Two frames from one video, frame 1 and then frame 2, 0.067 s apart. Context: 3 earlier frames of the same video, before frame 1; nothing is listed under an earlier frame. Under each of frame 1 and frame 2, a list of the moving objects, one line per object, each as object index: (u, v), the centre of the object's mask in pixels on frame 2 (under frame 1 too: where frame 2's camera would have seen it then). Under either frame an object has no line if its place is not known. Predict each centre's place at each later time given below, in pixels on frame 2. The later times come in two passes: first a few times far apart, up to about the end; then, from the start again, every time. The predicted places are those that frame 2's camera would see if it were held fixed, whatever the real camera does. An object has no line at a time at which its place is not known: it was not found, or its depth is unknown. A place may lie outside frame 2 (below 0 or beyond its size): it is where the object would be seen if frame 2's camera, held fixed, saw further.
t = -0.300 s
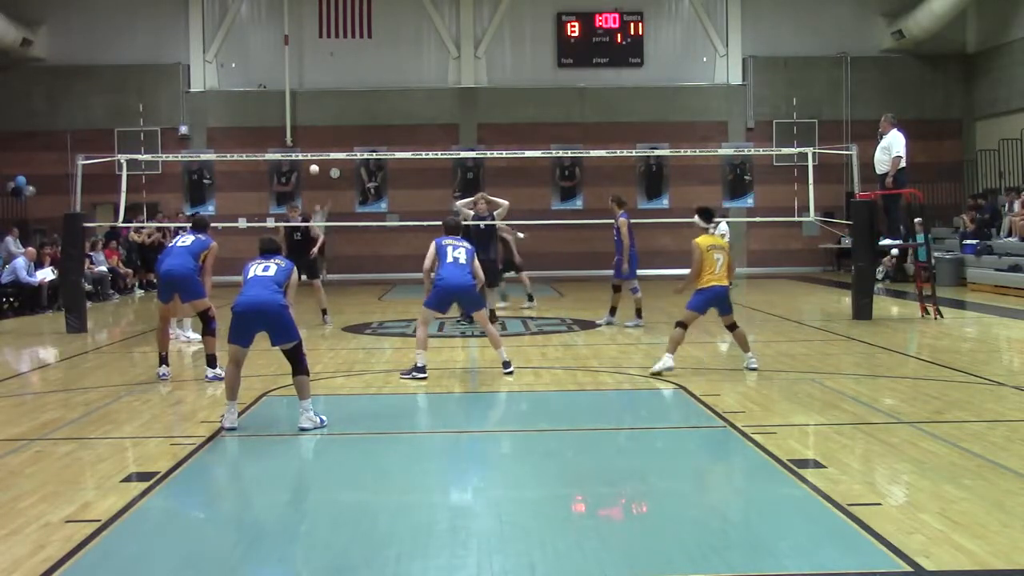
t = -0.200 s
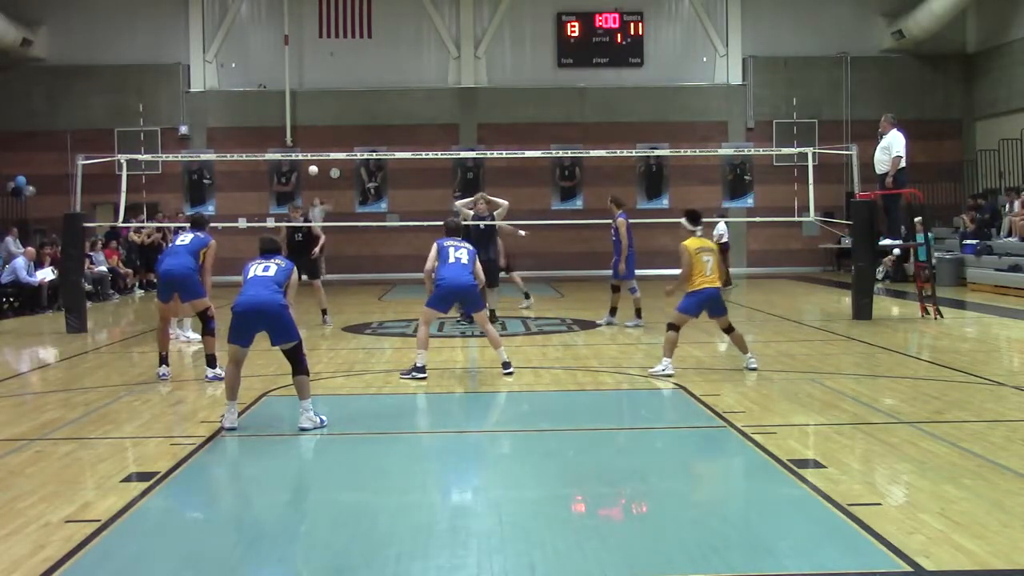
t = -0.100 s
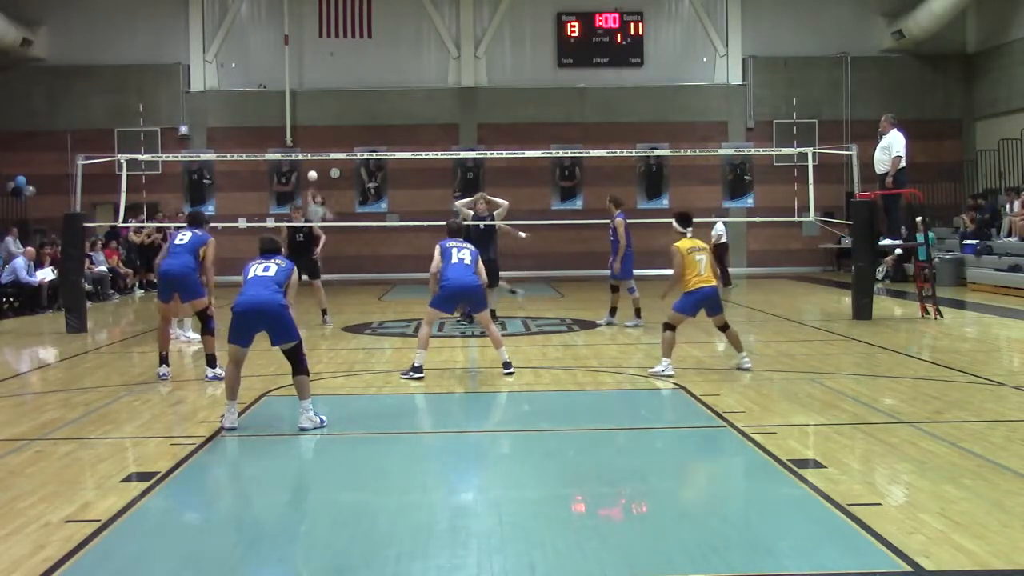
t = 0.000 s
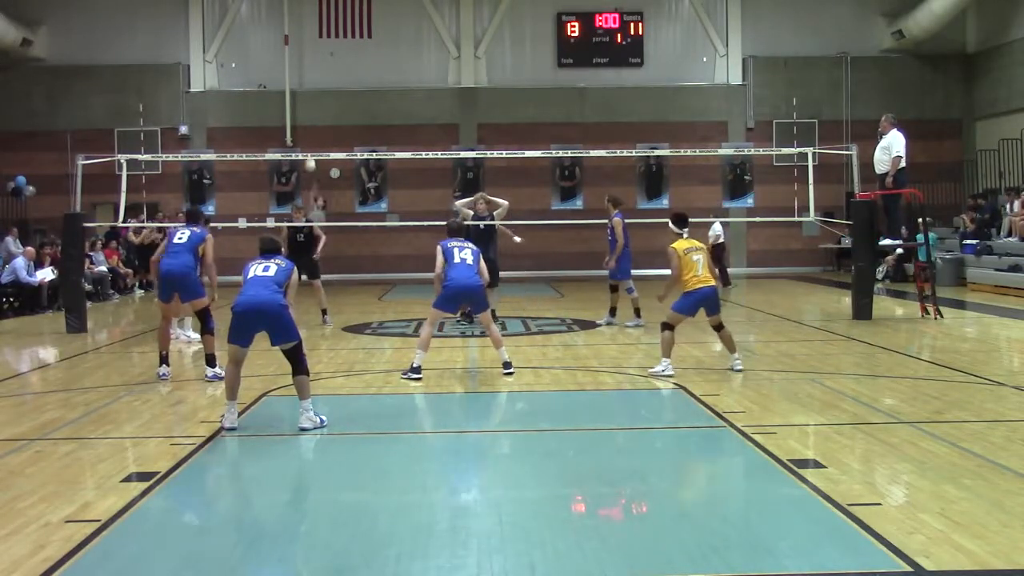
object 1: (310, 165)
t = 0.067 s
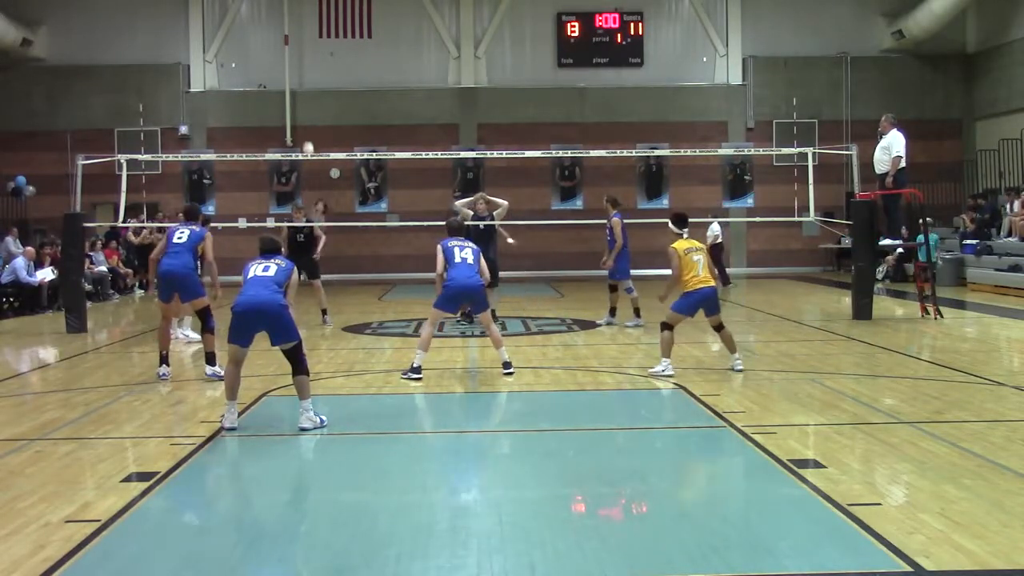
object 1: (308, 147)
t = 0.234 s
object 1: (304, 118)
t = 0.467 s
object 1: (293, 95)
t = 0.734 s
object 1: (282, 118)
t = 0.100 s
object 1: (307, 142)
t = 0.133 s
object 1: (307, 135)
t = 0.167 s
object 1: (306, 129)
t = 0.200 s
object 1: (305, 123)
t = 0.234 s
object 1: (304, 118)
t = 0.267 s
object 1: (303, 113)
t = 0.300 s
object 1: (301, 108)
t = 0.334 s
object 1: (300, 104)
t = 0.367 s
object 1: (298, 101)
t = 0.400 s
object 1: (296, 98)
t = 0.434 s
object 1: (294, 96)
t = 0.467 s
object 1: (293, 95)
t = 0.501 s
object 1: (291, 94)
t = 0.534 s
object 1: (290, 94)
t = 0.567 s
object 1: (288, 95)
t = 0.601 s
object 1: (287, 97)
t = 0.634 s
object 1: (285, 100)
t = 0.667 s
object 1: (284, 105)
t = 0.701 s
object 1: (283, 110)
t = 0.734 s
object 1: (282, 118)
